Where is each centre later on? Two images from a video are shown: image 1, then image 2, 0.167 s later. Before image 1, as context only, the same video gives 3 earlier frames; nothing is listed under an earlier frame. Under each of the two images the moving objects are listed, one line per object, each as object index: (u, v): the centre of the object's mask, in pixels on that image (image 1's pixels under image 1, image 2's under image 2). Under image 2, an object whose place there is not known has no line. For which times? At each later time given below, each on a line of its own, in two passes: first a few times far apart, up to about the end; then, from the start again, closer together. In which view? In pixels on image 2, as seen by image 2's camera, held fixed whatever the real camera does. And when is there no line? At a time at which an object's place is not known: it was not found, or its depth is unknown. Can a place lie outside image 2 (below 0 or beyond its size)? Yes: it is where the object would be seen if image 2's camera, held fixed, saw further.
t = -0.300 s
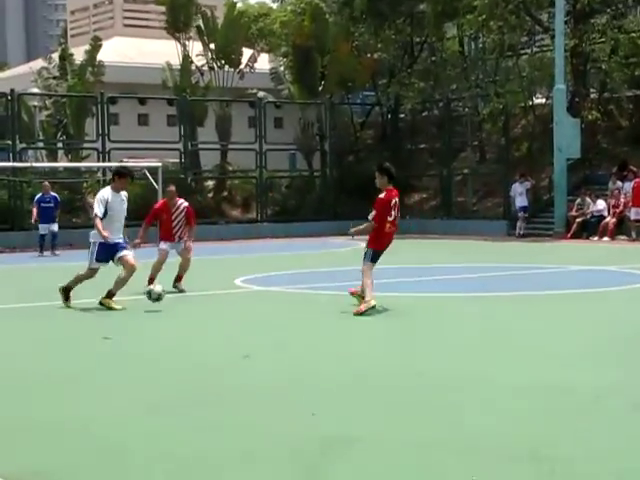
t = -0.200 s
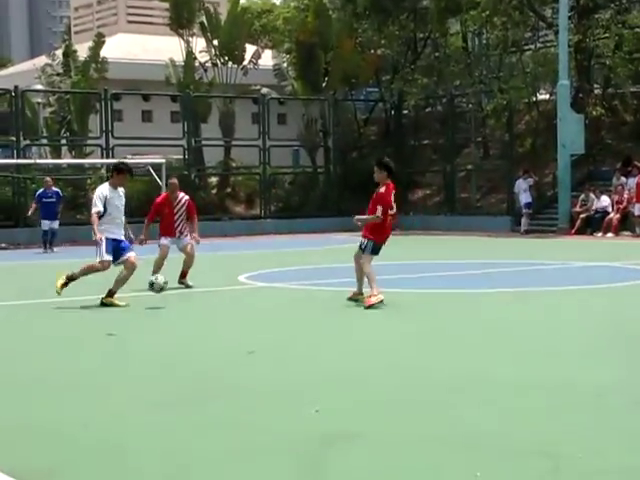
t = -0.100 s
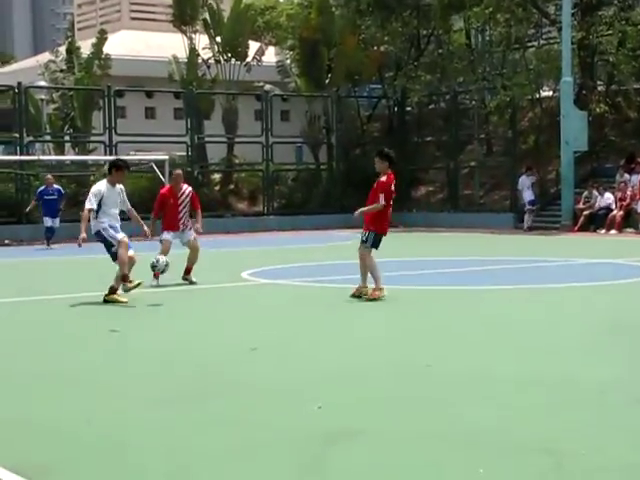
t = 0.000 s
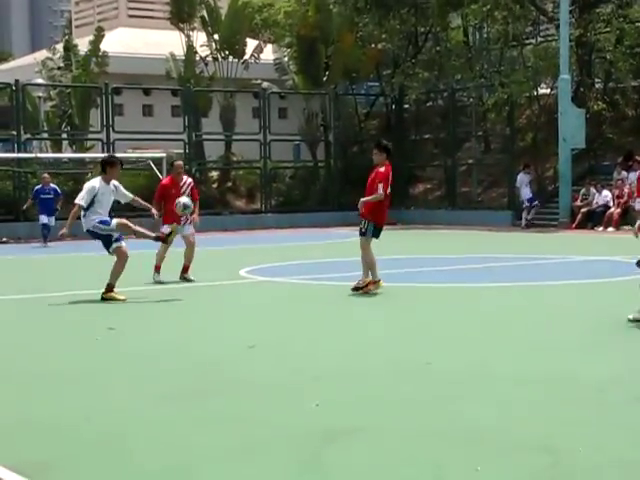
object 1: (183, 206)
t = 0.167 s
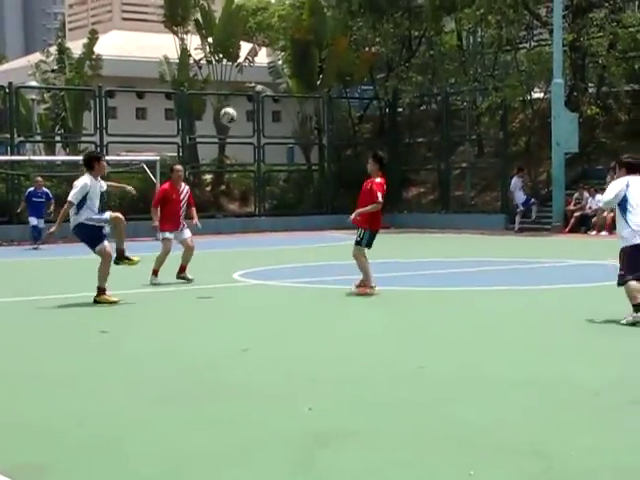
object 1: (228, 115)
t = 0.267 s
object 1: (254, 75)
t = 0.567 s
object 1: (319, 15)
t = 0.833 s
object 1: (364, 20)
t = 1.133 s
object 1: (404, 77)
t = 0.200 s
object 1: (237, 101)
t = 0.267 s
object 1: (254, 75)
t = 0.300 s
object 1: (263, 66)
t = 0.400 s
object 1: (285, 39)
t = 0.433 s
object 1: (293, 33)
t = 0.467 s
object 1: (299, 28)
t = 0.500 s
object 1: (307, 23)
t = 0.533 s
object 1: (314, 18)
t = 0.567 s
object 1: (319, 15)
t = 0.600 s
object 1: (325, 14)
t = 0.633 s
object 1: (331, 13)
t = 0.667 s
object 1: (337, 11)
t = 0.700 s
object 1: (343, 11)
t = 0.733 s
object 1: (348, 12)
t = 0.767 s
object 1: (353, 15)
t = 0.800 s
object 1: (358, 17)
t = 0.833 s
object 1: (364, 20)
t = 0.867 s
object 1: (368, 24)
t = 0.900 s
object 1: (373, 29)
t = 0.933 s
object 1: (377, 34)
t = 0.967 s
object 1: (382, 40)
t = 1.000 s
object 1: (387, 46)
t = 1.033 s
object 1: (391, 53)
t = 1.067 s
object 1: (395, 61)
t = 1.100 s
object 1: (400, 68)
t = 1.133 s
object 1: (404, 77)
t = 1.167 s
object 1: (407, 86)
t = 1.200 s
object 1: (411, 96)
